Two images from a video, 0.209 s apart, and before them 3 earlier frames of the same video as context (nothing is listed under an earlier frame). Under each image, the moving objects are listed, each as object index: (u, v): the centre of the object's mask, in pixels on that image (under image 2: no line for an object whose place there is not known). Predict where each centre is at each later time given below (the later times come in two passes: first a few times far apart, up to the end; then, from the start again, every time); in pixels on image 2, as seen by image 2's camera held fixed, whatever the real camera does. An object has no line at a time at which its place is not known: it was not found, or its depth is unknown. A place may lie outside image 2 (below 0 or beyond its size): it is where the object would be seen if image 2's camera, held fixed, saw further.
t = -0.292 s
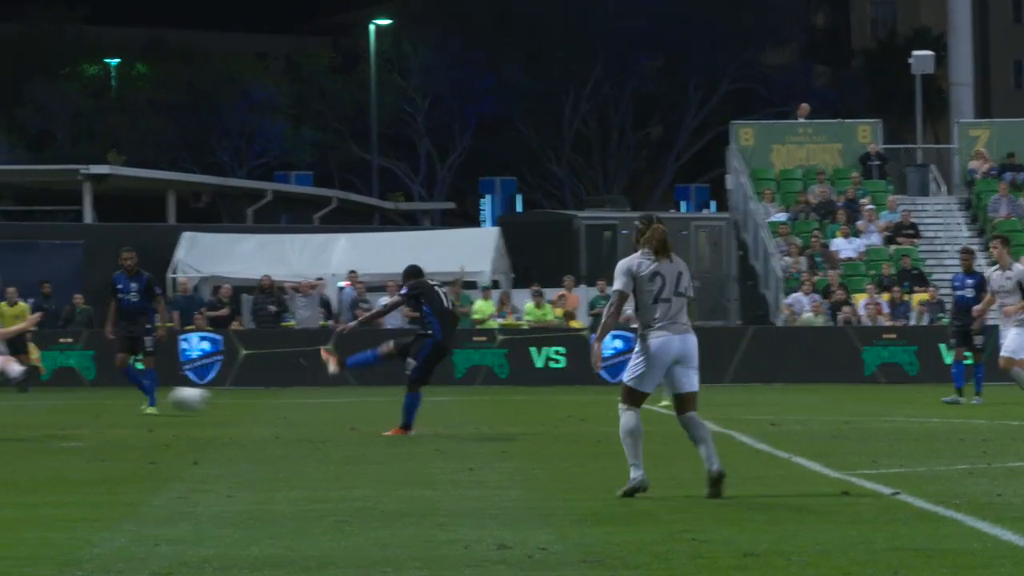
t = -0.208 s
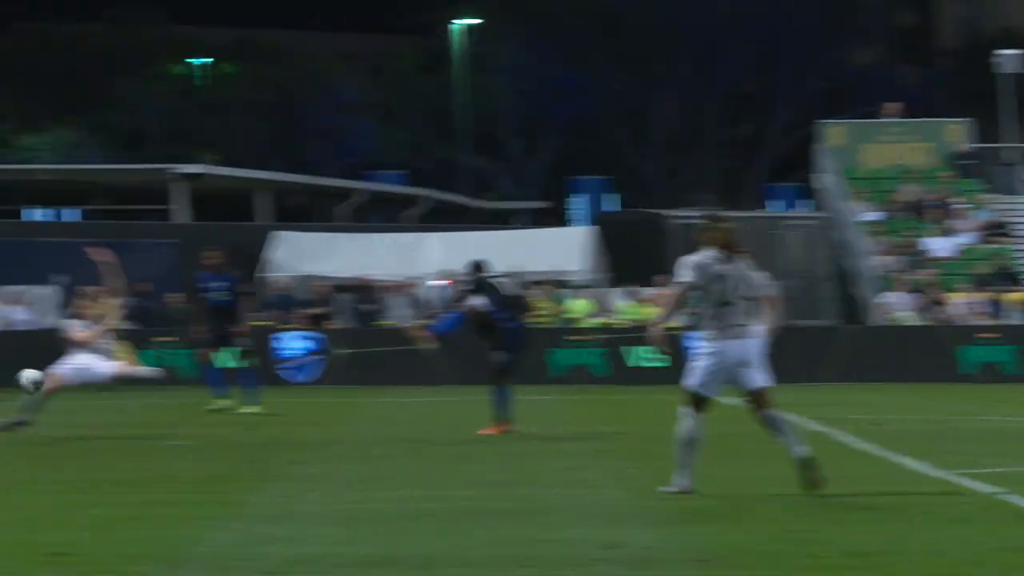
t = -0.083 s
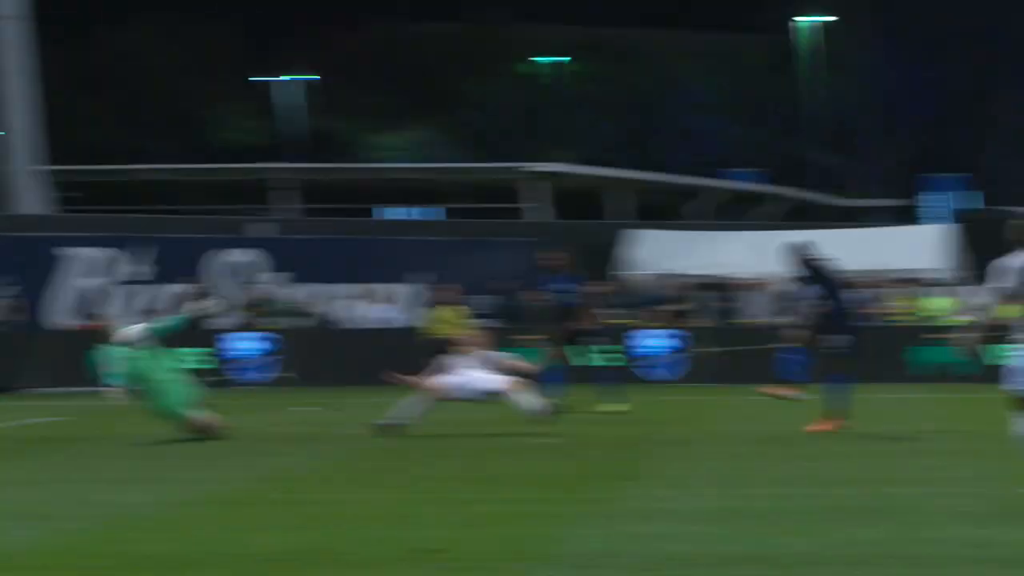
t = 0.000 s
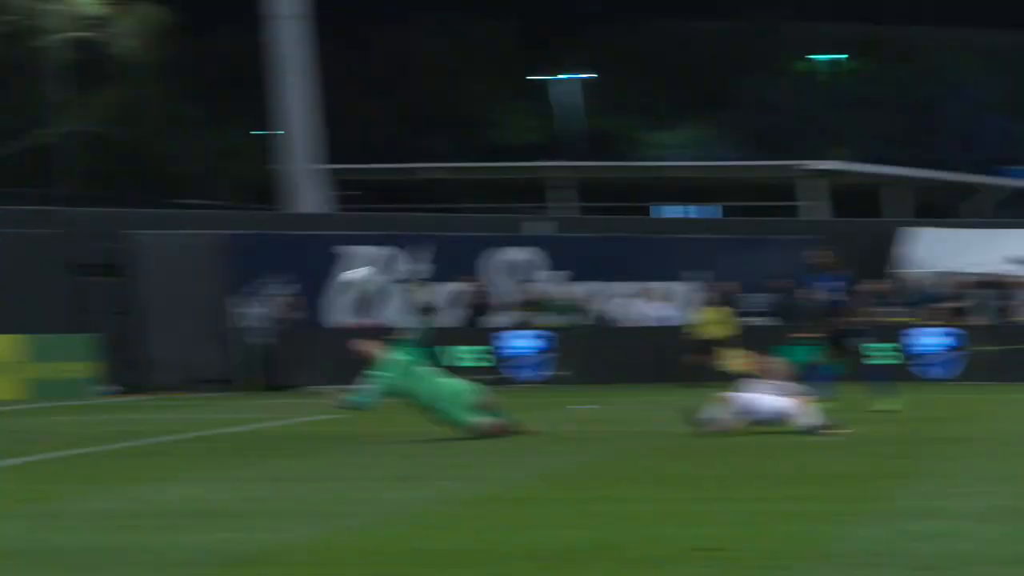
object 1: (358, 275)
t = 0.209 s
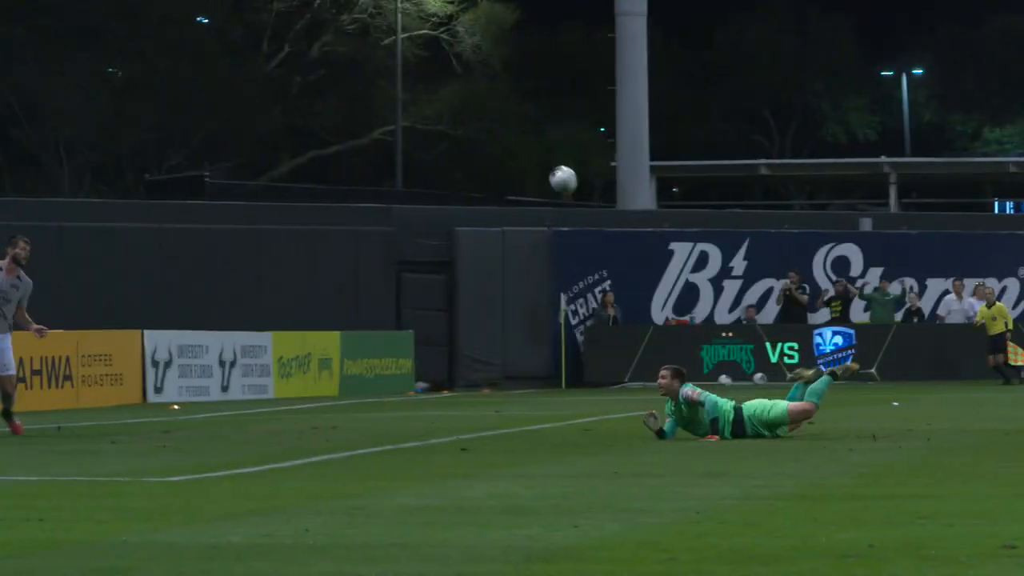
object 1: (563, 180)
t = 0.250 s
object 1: (540, 166)
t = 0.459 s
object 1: (429, 132)
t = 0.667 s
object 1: (329, 148)
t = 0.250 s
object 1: (540, 166)
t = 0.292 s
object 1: (516, 155)
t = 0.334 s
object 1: (493, 146)
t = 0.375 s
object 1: (472, 139)
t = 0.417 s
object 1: (451, 134)
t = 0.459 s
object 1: (429, 132)
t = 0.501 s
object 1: (409, 131)
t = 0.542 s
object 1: (388, 132)
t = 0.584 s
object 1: (367, 136)
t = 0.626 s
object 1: (348, 141)
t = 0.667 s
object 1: (329, 148)
